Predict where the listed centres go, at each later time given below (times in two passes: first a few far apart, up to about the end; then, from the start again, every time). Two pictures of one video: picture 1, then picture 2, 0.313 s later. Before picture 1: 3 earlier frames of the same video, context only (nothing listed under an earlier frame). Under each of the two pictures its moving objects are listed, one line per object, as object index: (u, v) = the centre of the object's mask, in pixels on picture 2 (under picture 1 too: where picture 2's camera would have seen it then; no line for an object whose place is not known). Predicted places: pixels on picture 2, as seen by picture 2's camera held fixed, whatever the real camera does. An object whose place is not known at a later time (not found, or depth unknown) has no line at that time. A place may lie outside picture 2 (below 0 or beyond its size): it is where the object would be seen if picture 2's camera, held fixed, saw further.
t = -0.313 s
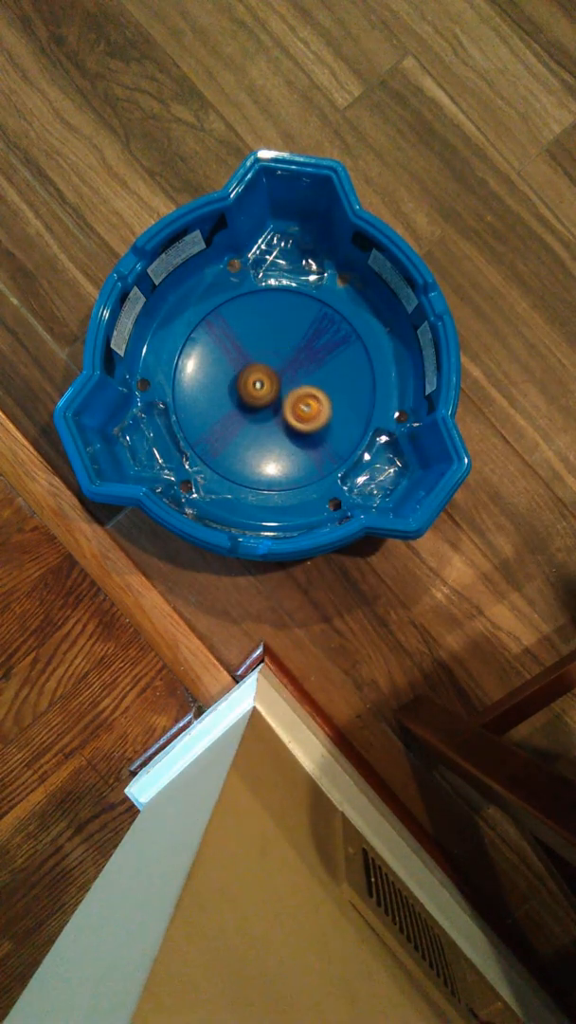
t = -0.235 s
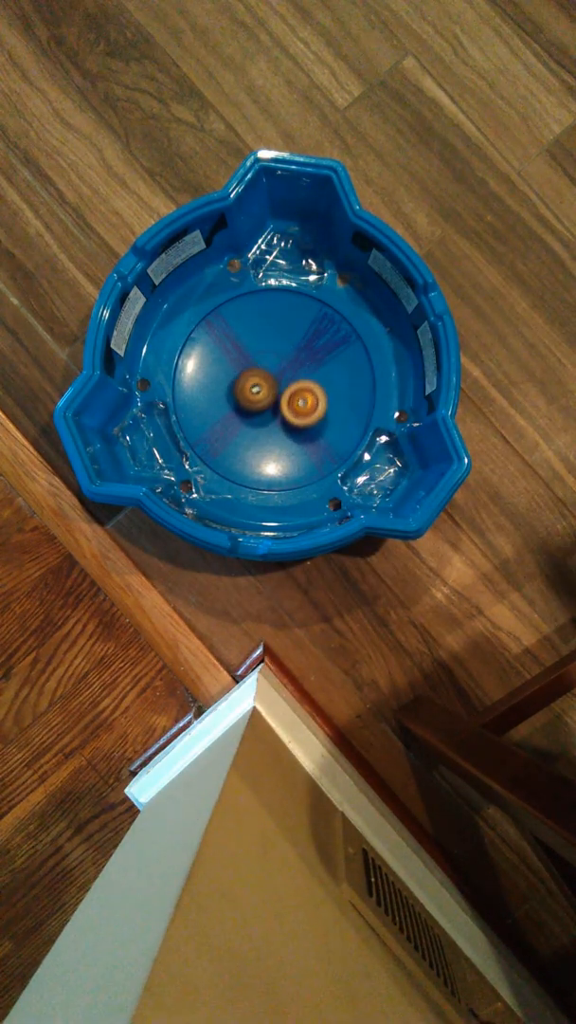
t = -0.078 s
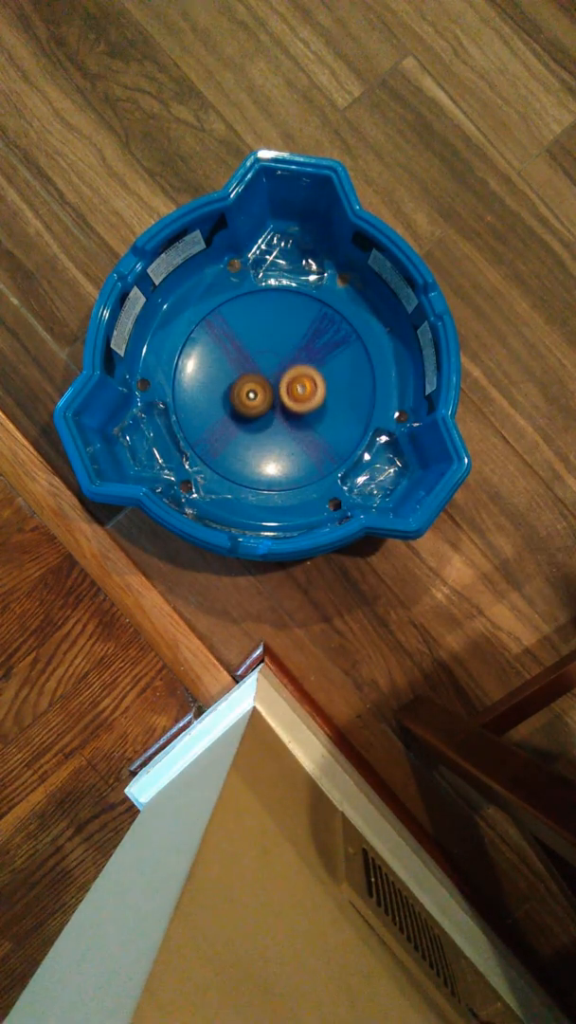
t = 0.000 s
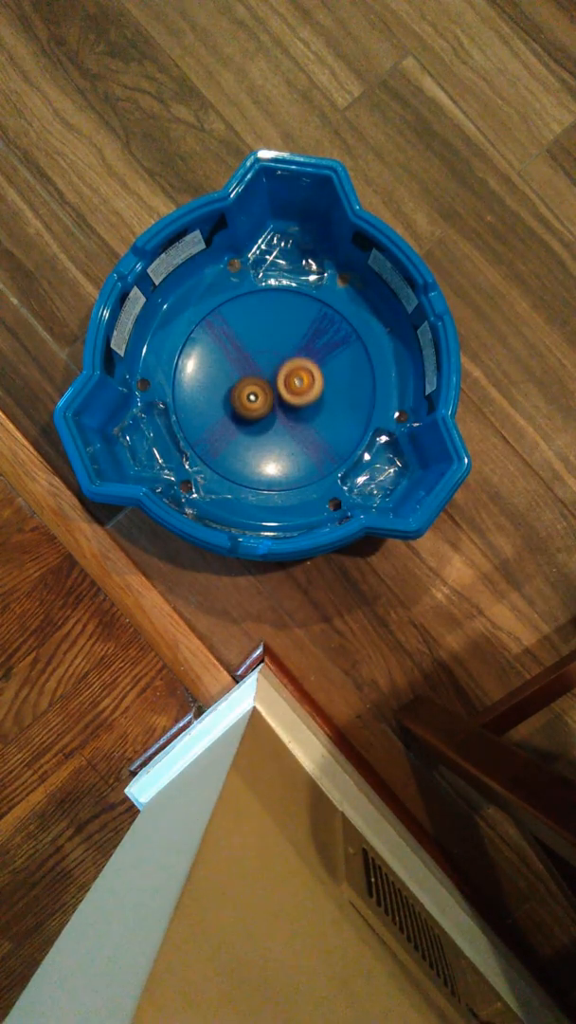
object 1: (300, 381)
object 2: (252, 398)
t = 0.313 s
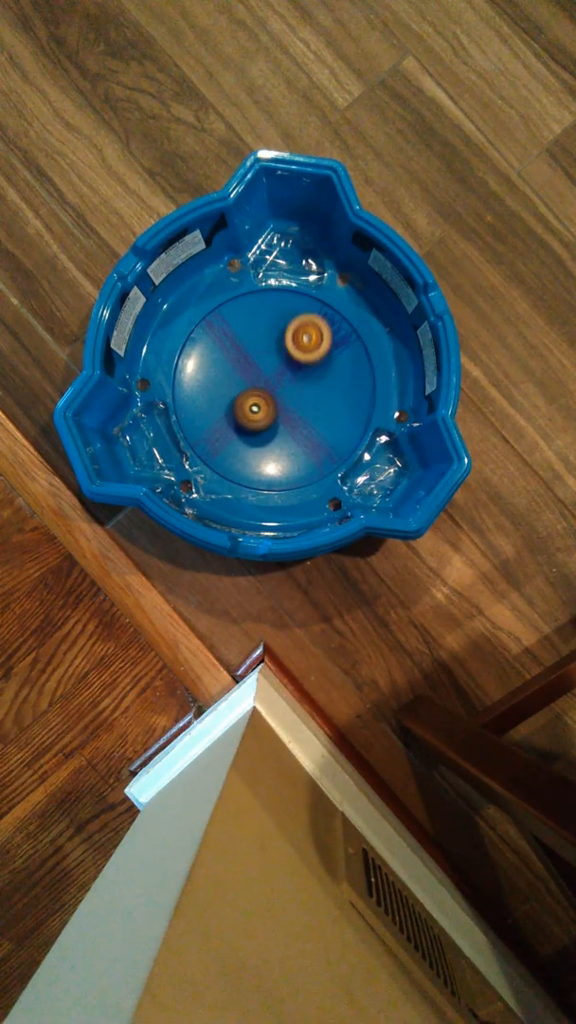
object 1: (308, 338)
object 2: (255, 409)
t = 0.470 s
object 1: (306, 339)
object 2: (265, 408)
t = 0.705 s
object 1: (291, 353)
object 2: (286, 405)
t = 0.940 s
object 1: (270, 360)
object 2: (303, 404)
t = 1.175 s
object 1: (261, 380)
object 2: (312, 393)
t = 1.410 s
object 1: (260, 404)
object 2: (317, 368)
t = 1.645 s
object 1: (272, 402)
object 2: (307, 358)
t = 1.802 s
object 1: (277, 408)
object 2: (298, 346)
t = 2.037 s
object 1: (291, 404)
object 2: (288, 333)
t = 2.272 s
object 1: (300, 389)
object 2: (269, 341)
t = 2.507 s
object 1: (300, 381)
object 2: (248, 353)
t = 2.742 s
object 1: (293, 369)
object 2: (238, 380)
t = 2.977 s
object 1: (284, 368)
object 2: (245, 408)
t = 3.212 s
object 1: (272, 376)
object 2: (280, 424)
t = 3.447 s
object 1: (270, 384)
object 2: (308, 415)
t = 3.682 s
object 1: (273, 392)
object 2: (322, 388)
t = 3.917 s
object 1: (280, 394)
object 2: (314, 358)
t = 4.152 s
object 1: (287, 393)
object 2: (291, 340)
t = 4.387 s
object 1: (289, 389)
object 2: (263, 346)
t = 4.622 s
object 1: (292, 386)
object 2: (242, 370)
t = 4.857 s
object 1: (288, 381)
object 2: (243, 402)
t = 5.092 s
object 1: (285, 371)
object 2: (276, 423)
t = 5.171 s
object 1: (283, 371)
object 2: (288, 422)
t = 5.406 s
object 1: (273, 374)
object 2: (317, 402)
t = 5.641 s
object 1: (270, 385)
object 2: (320, 367)
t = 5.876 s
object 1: (276, 397)
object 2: (295, 345)
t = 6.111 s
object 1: (289, 397)
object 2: (261, 353)
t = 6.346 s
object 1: (293, 385)
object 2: (245, 382)
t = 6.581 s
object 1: (288, 372)
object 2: (254, 411)
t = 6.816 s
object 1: (278, 369)
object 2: (282, 422)
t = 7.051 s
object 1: (271, 378)
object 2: (306, 410)
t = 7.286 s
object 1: (263, 390)
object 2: (318, 381)
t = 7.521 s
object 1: (272, 396)
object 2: (302, 354)
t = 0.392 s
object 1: (308, 336)
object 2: (259, 409)
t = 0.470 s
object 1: (306, 339)
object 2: (265, 408)
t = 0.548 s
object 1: (302, 344)
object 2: (271, 406)
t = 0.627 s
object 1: (298, 351)
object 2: (279, 404)
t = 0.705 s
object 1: (291, 353)
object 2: (286, 405)
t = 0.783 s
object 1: (283, 352)
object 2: (291, 406)
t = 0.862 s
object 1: (276, 355)
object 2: (298, 405)
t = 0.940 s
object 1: (270, 360)
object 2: (303, 404)
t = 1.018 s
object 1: (265, 367)
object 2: (308, 401)
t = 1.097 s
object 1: (262, 374)
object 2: (310, 397)
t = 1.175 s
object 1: (261, 380)
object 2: (312, 393)
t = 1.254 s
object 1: (262, 385)
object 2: (312, 388)
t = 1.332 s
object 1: (258, 399)
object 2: (317, 374)
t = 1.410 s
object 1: (260, 404)
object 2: (317, 368)
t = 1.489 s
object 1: (263, 406)
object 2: (315, 364)
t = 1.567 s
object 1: (268, 404)
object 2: (312, 360)
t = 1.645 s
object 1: (272, 402)
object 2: (307, 358)
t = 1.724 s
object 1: (276, 399)
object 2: (301, 356)
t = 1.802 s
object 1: (277, 408)
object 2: (298, 346)
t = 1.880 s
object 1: (280, 412)
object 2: (296, 339)
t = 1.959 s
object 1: (286, 409)
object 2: (292, 335)
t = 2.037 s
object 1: (291, 404)
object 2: (288, 333)
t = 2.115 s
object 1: (294, 397)
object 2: (283, 335)
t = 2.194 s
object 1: (296, 390)
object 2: (279, 340)
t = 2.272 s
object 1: (300, 389)
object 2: (269, 341)
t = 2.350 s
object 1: (304, 389)
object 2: (259, 342)
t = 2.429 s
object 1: (304, 386)
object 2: (253, 346)
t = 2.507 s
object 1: (300, 381)
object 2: (248, 353)
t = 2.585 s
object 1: (296, 377)
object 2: (244, 361)
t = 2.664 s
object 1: (292, 373)
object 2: (241, 371)
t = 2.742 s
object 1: (293, 369)
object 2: (238, 380)
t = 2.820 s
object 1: (291, 367)
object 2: (238, 390)
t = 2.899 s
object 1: (288, 367)
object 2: (241, 400)
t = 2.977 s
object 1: (284, 368)
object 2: (245, 408)
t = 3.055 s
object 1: (280, 371)
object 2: (252, 415)
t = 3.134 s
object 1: (274, 375)
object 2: (270, 422)
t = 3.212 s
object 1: (272, 376)
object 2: (280, 424)
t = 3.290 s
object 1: (271, 378)
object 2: (290, 423)
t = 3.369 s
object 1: (271, 381)
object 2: (299, 420)
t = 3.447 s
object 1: (270, 384)
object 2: (308, 415)
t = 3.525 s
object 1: (271, 387)
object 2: (315, 407)
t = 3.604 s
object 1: (272, 389)
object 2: (320, 398)
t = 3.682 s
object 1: (273, 392)
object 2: (322, 388)
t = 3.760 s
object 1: (275, 393)
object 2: (322, 377)
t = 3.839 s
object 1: (278, 394)
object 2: (319, 367)
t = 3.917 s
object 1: (280, 394)
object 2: (314, 358)
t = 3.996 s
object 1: (283, 393)
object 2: (308, 351)
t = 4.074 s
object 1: (286, 392)
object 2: (300, 345)
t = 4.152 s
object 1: (287, 393)
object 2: (291, 340)
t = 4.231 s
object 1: (288, 393)
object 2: (281, 339)
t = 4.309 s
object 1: (289, 391)
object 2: (272, 341)
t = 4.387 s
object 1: (289, 389)
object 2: (263, 346)
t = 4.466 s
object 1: (288, 388)
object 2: (255, 353)
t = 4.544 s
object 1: (291, 388)
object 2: (247, 360)
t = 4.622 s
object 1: (292, 386)
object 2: (242, 370)
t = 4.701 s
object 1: (291, 385)
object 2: (240, 380)
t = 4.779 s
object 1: (290, 383)
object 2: (240, 391)
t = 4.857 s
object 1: (288, 381)
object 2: (243, 402)
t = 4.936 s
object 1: (288, 375)
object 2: (254, 417)
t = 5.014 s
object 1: (287, 373)
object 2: (264, 421)
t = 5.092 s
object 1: (285, 371)
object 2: (276, 423)
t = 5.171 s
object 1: (283, 371)
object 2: (288, 422)
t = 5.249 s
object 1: (281, 372)
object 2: (298, 417)
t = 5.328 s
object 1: (277, 373)
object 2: (309, 411)
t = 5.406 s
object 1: (273, 374)
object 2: (317, 402)
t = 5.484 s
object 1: (271, 377)
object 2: (321, 391)
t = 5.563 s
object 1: (270, 381)
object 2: (322, 379)
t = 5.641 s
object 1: (270, 385)
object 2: (320, 367)
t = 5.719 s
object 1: (271, 390)
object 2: (314, 357)
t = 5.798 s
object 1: (273, 394)
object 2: (306, 350)
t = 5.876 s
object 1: (276, 397)
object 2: (295, 345)
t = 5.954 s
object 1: (280, 398)
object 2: (284, 345)
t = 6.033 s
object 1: (285, 398)
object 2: (272, 348)
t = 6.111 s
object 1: (289, 397)
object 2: (261, 353)
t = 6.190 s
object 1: (291, 393)
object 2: (253, 362)
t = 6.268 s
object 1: (293, 389)
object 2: (248, 372)
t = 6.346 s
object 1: (293, 385)
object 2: (245, 382)
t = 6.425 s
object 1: (293, 380)
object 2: (246, 394)
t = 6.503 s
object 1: (291, 376)
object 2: (249, 403)
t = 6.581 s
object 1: (288, 372)
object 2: (254, 411)
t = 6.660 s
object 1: (284, 369)
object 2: (262, 417)
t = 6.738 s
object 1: (281, 369)
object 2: (272, 421)
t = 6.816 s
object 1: (278, 369)
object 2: (282, 422)
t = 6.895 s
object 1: (274, 371)
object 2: (291, 420)
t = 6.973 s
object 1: (272, 374)
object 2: (300, 416)
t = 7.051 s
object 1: (271, 378)
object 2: (306, 410)
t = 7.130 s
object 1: (267, 382)
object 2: (314, 401)
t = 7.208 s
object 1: (264, 386)
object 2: (317, 392)
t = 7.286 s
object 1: (263, 390)
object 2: (318, 381)
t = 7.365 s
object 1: (265, 393)
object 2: (315, 370)
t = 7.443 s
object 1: (268, 395)
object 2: (310, 361)
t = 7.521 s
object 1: (272, 396)
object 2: (302, 354)
